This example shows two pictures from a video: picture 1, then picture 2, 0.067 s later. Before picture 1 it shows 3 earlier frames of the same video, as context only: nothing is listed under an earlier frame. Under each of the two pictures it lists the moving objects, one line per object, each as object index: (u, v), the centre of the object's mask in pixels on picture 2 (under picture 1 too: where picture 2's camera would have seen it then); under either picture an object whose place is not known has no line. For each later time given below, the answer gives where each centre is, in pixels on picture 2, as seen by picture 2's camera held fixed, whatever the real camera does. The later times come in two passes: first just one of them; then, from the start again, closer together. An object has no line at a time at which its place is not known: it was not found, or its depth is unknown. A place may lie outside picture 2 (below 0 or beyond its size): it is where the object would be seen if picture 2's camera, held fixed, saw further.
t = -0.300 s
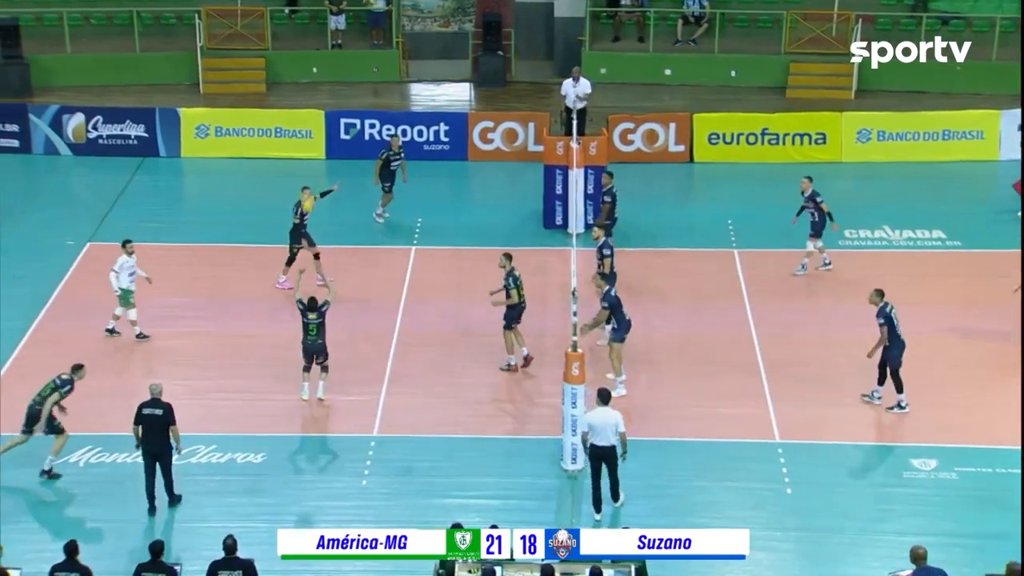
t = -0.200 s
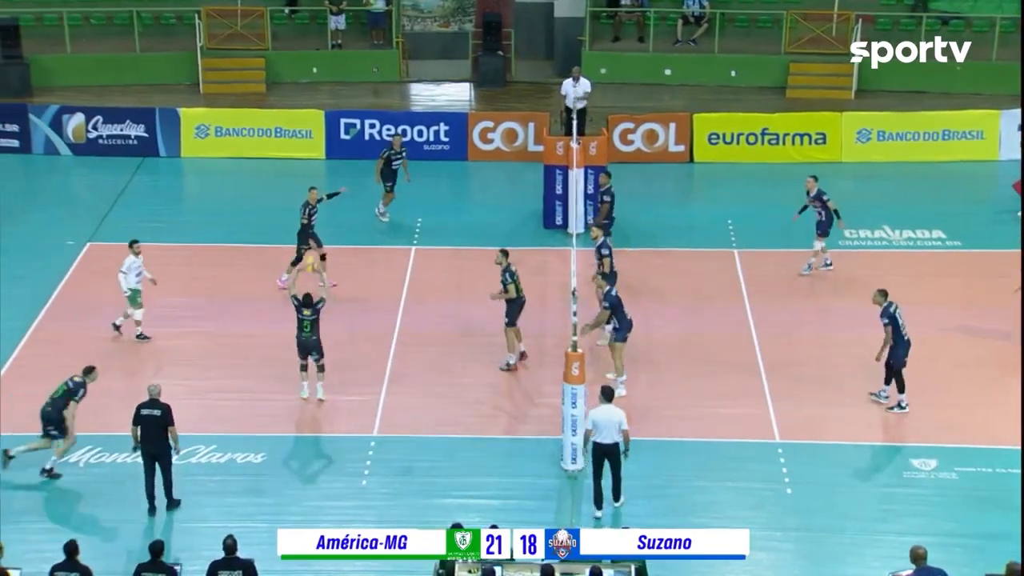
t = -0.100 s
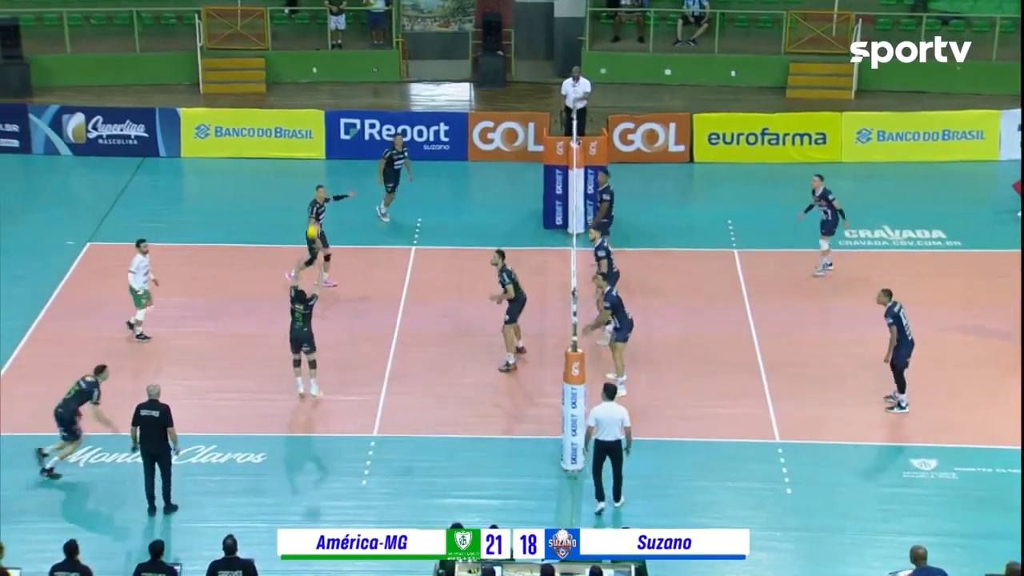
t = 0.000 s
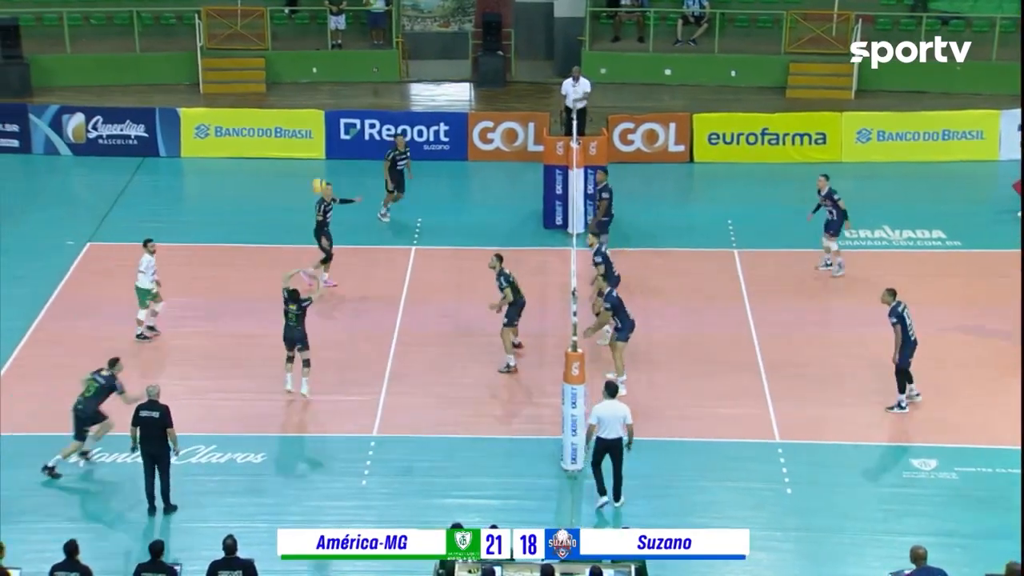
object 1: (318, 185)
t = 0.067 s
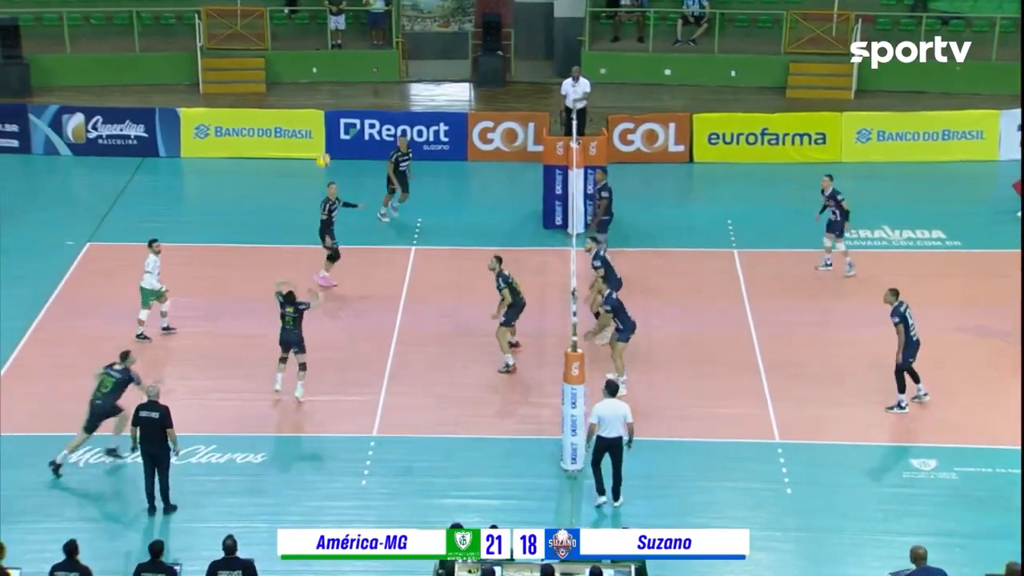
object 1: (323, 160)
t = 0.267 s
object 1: (334, 100)
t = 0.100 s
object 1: (326, 148)
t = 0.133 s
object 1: (327, 137)
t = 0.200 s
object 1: (330, 117)
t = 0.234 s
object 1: (332, 108)
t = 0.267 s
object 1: (334, 100)
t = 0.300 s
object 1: (337, 91)
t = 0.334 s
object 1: (338, 85)
